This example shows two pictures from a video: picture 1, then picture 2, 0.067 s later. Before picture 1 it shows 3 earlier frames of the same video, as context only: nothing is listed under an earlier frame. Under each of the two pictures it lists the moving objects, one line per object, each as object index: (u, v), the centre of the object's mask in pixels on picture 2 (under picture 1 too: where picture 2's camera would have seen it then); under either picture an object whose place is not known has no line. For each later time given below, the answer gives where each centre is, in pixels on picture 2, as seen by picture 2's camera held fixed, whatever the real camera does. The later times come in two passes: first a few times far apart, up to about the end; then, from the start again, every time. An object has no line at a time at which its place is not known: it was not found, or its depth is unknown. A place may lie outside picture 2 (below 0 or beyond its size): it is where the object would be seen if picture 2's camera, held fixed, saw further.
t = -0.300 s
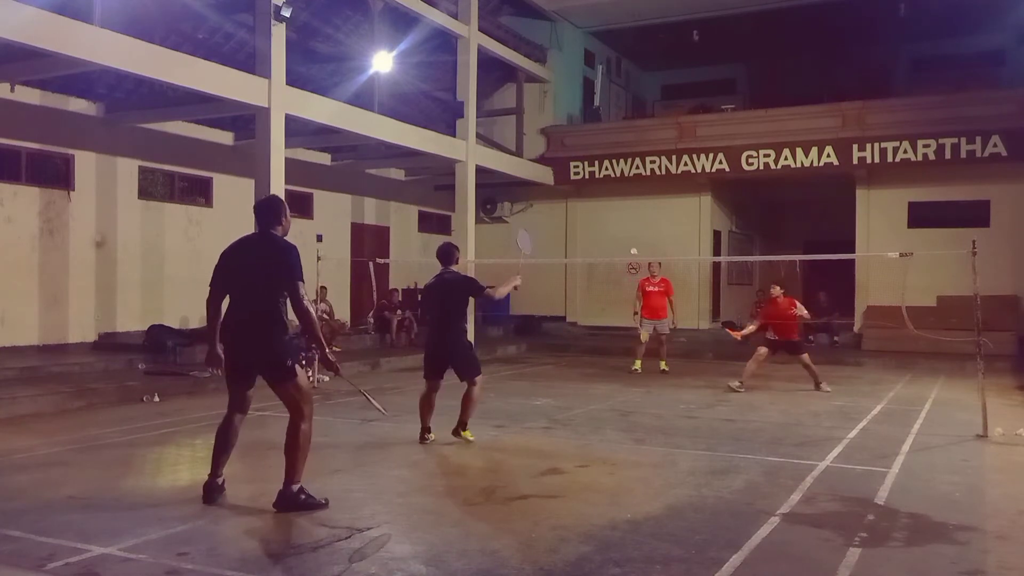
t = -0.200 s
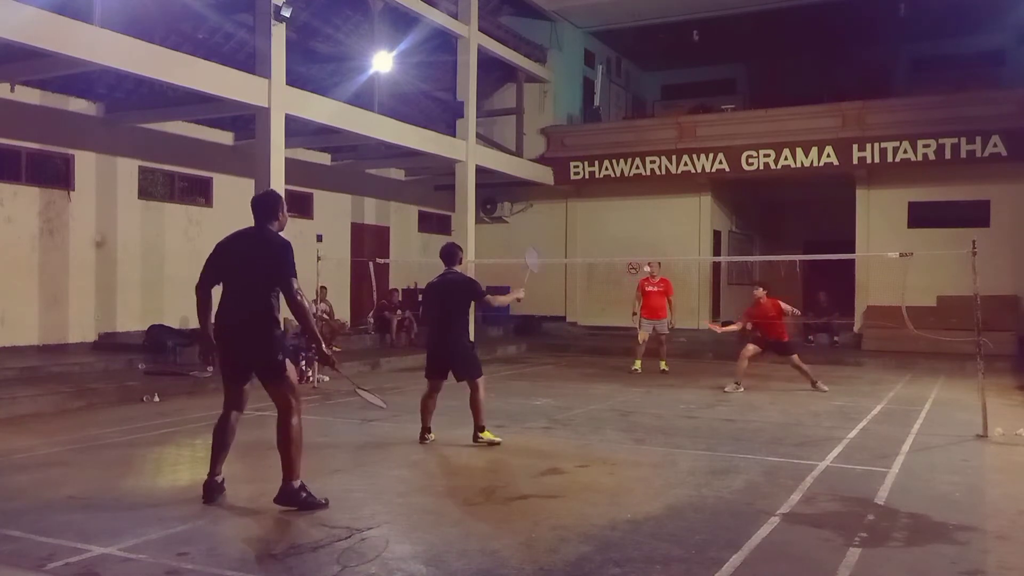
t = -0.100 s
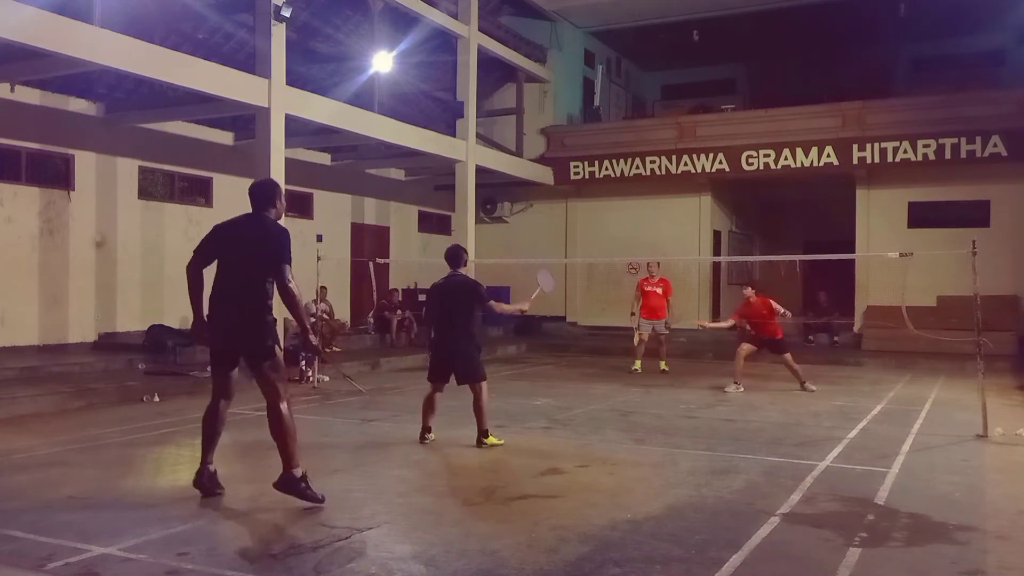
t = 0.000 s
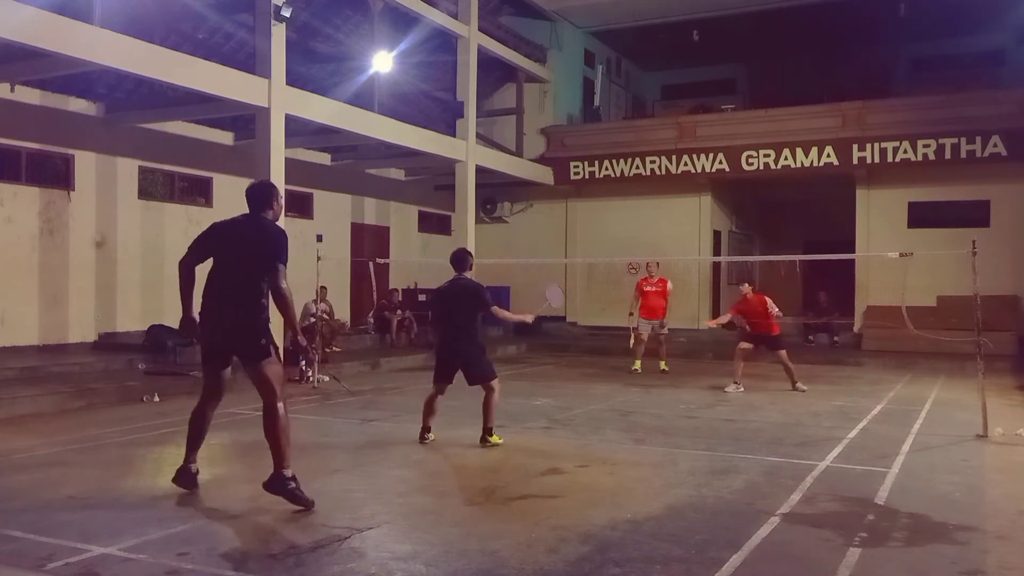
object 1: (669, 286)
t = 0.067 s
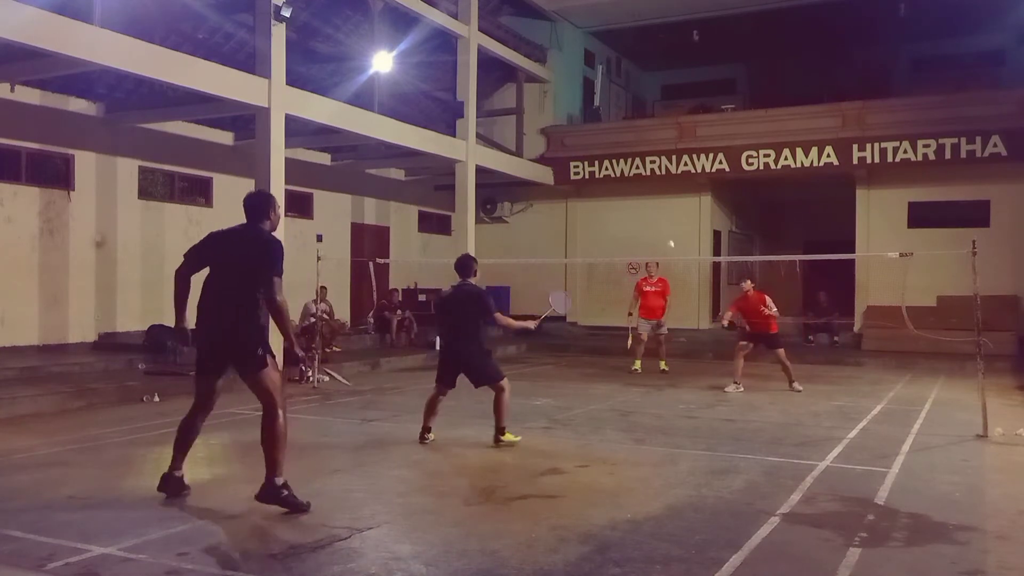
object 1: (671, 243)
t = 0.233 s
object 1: (673, 177)
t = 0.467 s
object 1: (678, 136)
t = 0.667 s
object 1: (677, 158)
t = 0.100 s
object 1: (670, 230)
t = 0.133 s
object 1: (672, 214)
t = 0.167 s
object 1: (674, 199)
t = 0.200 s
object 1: (674, 188)
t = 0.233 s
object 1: (673, 177)
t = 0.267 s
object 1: (674, 167)
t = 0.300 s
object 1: (675, 158)
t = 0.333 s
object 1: (676, 152)
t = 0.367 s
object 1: (676, 146)
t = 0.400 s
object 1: (677, 141)
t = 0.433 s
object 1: (678, 138)
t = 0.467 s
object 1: (678, 136)
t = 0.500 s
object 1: (677, 136)
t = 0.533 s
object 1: (678, 136)
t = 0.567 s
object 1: (678, 139)
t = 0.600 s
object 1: (678, 145)
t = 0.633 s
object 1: (678, 151)
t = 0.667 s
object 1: (677, 158)
